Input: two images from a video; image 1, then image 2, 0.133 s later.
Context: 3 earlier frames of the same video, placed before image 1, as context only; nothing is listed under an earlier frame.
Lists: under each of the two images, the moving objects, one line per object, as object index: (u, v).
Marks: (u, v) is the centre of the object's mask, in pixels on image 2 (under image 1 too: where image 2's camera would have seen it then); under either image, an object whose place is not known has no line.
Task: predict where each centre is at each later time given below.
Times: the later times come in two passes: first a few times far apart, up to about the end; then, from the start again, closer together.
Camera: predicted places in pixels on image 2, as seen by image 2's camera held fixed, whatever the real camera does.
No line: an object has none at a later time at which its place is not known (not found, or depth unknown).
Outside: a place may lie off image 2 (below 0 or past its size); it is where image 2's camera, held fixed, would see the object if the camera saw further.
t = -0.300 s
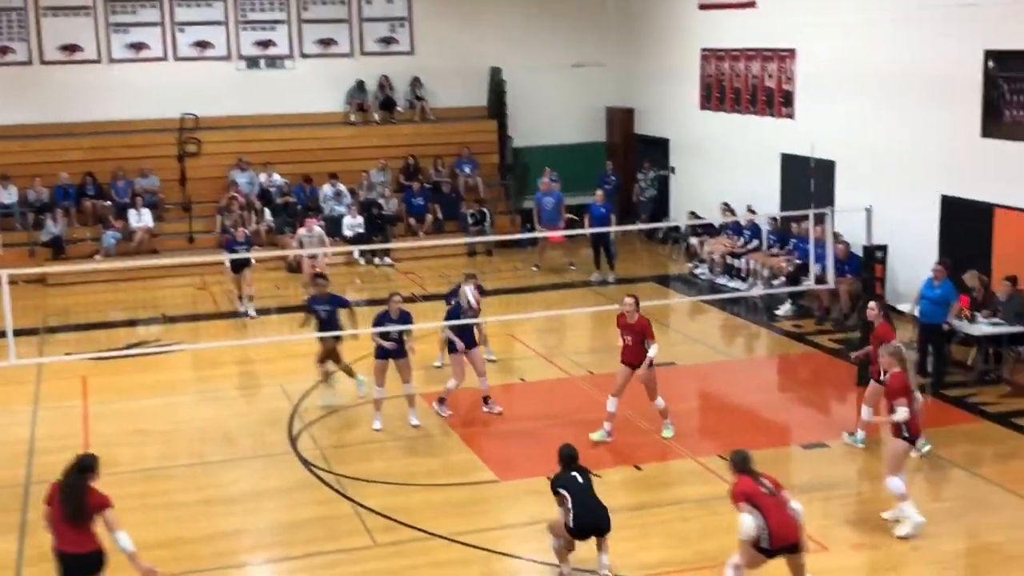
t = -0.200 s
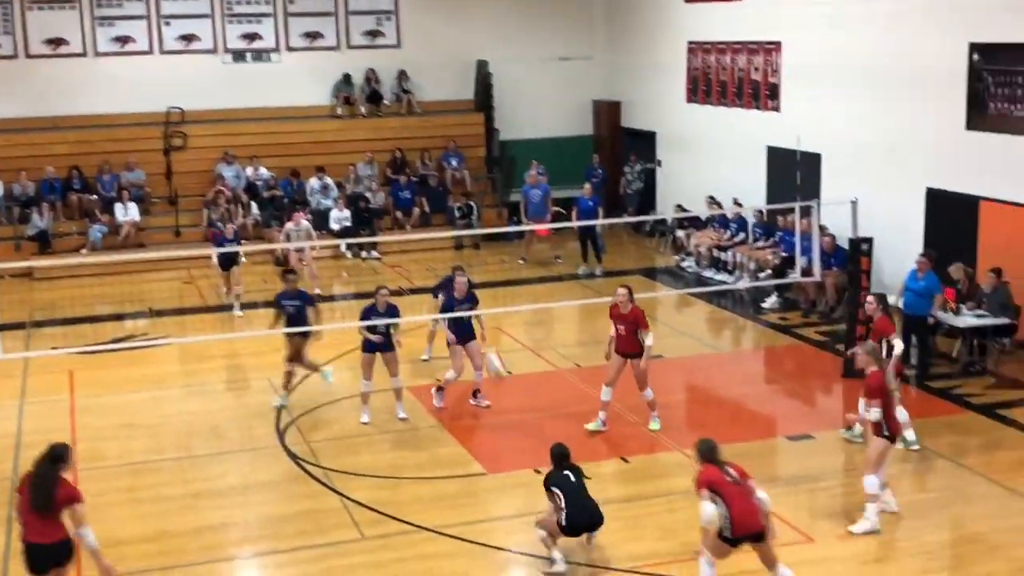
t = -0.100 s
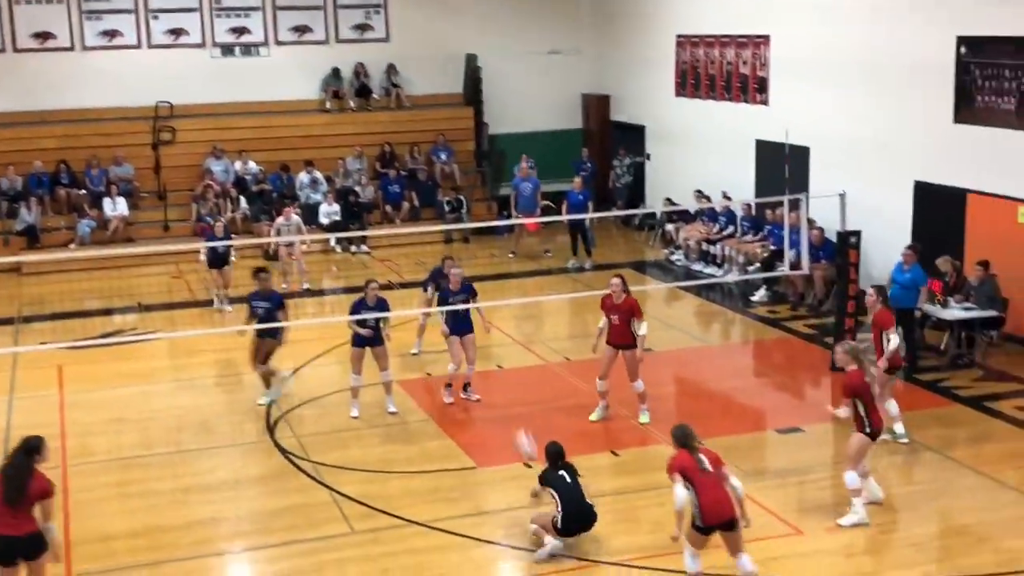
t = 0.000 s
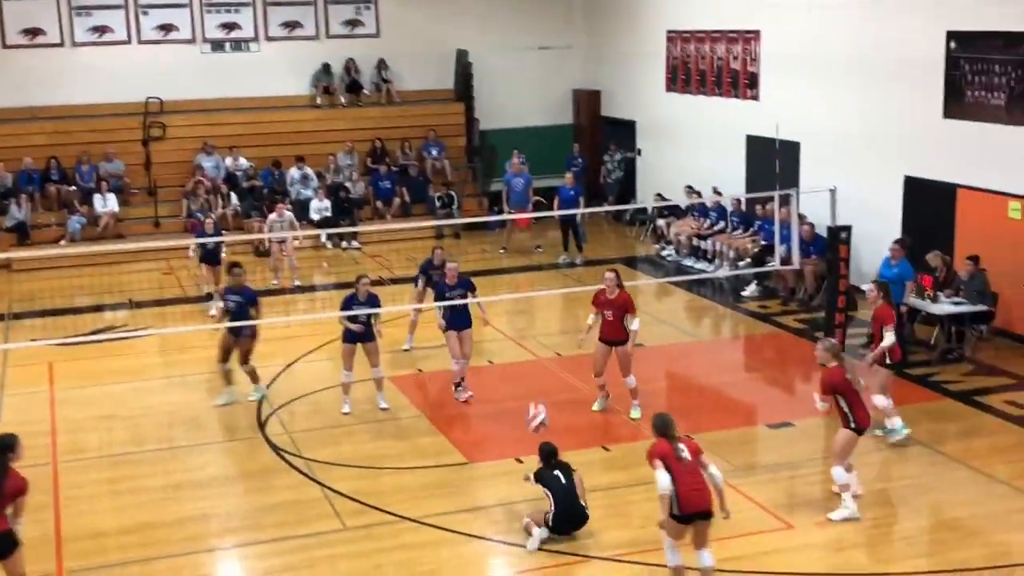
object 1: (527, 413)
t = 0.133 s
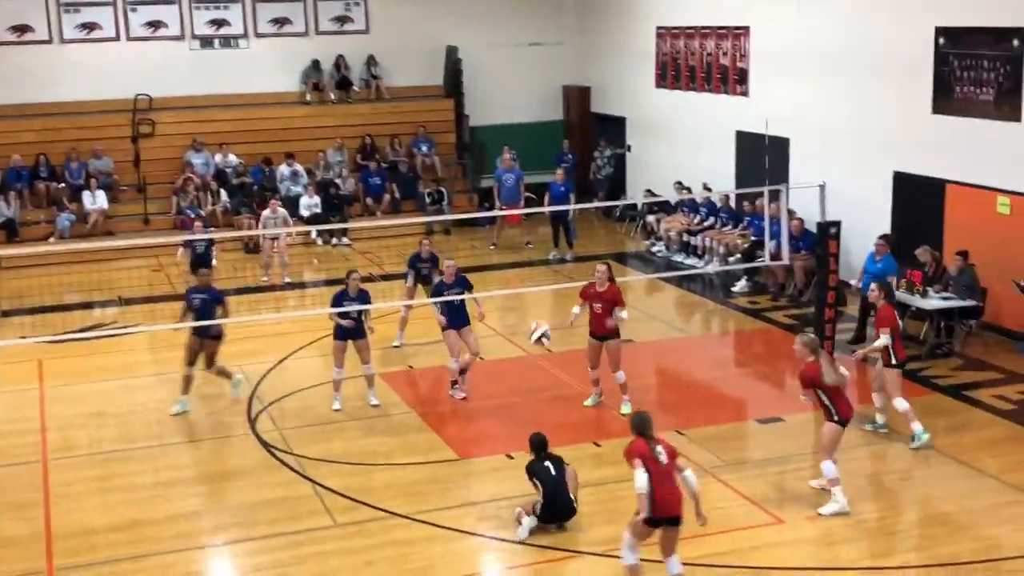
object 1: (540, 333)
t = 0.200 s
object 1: (546, 304)
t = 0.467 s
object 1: (570, 224)
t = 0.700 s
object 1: (593, 216)
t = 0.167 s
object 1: (543, 317)
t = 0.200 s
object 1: (546, 304)
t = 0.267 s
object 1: (552, 275)
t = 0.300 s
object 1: (554, 264)
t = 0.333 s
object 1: (558, 256)
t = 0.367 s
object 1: (559, 245)
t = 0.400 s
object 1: (564, 236)
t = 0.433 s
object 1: (567, 230)
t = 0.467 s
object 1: (570, 224)
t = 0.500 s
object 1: (572, 221)
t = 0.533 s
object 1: (577, 217)
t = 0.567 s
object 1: (580, 214)
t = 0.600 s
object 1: (584, 213)
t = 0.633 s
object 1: (586, 213)
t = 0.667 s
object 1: (590, 214)
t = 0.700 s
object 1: (593, 216)
